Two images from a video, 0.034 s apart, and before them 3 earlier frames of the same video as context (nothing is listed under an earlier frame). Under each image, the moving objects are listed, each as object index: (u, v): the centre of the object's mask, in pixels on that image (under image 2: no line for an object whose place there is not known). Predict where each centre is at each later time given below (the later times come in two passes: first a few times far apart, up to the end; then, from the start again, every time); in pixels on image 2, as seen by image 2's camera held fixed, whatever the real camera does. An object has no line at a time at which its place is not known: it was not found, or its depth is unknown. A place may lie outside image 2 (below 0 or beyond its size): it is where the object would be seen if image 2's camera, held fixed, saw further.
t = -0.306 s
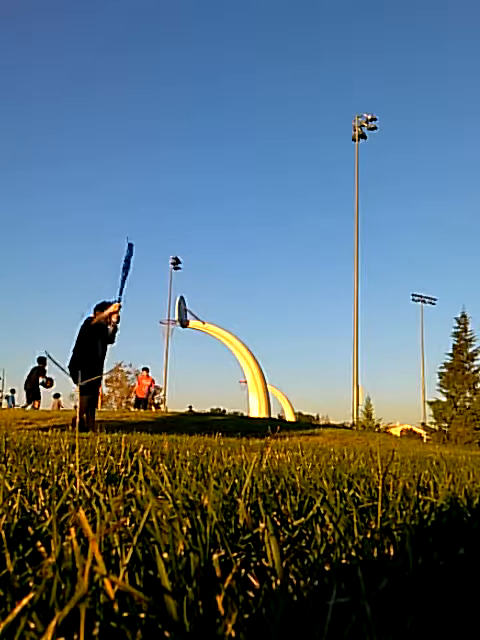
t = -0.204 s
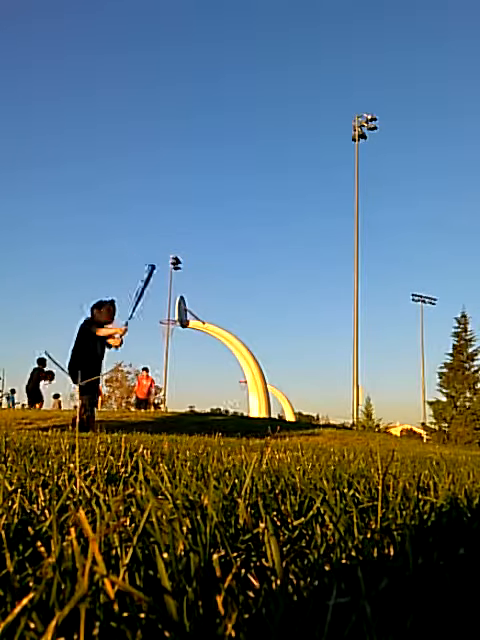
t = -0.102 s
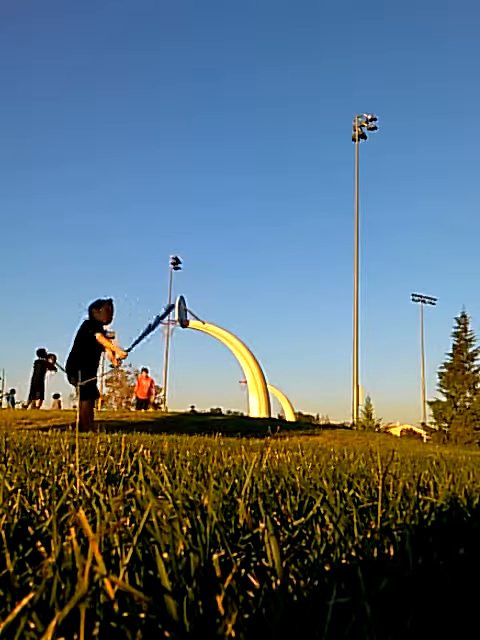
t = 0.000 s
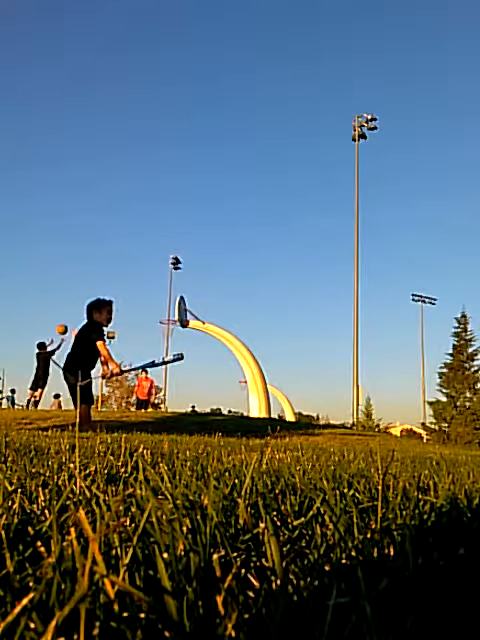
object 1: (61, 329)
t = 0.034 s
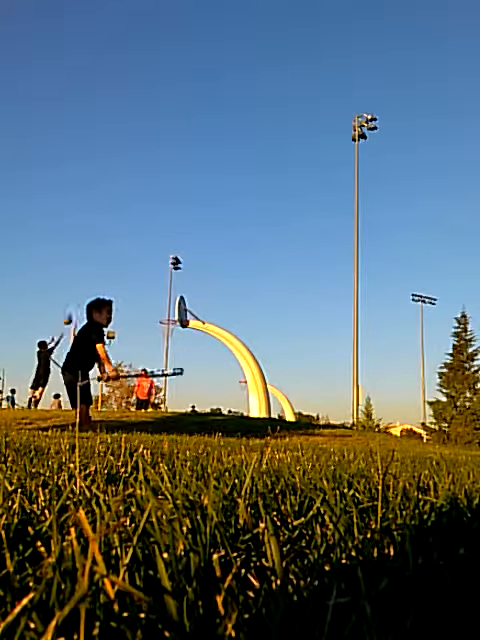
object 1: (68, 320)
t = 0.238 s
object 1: (91, 275)
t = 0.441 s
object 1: (112, 250)
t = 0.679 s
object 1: (132, 244)
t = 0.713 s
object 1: (134, 245)
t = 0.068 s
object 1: (70, 310)
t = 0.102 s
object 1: (76, 302)
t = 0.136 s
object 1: (79, 294)
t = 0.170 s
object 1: (84, 287)
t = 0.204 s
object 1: (87, 279)
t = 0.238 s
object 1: (91, 275)
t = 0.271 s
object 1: (94, 270)
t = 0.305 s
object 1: (99, 264)
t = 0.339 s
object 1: (102, 261)
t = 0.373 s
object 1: (106, 258)
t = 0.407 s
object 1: (109, 255)
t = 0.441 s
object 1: (112, 250)
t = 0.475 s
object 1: (114, 248)
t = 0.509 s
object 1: (117, 246)
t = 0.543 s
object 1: (120, 245)
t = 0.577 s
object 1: (123, 244)
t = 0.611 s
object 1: (126, 244)
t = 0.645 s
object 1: (128, 244)
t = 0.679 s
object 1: (132, 244)
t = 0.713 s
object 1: (134, 245)
